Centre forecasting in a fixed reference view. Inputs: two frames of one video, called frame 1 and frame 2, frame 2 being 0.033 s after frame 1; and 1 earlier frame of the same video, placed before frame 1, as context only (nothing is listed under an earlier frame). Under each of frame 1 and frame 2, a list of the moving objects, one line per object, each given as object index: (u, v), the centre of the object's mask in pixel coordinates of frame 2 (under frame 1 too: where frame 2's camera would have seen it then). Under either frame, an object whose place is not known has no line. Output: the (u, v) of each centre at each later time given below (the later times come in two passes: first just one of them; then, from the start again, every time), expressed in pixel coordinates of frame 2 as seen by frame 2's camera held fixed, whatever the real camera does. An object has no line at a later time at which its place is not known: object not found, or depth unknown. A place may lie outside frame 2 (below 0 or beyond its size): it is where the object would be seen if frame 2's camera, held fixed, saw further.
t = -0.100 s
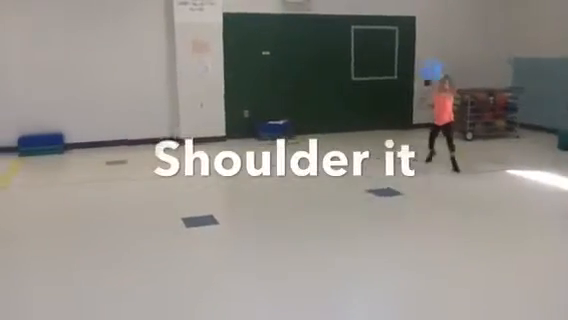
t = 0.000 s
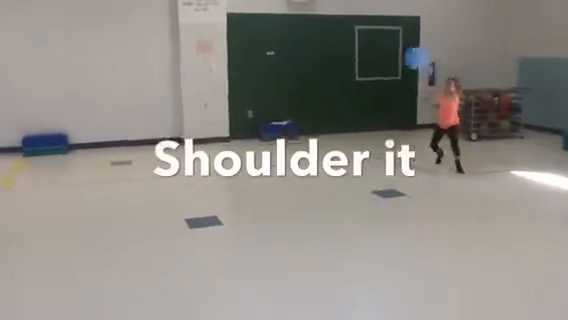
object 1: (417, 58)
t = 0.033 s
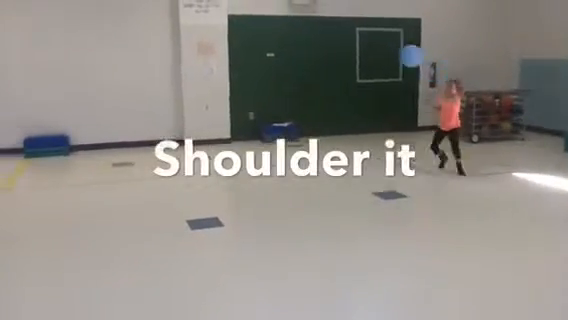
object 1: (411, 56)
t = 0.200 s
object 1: (396, 36)
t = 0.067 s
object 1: (406, 52)
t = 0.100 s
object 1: (402, 47)
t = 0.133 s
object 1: (400, 43)
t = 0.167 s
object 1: (398, 39)
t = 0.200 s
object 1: (396, 36)
